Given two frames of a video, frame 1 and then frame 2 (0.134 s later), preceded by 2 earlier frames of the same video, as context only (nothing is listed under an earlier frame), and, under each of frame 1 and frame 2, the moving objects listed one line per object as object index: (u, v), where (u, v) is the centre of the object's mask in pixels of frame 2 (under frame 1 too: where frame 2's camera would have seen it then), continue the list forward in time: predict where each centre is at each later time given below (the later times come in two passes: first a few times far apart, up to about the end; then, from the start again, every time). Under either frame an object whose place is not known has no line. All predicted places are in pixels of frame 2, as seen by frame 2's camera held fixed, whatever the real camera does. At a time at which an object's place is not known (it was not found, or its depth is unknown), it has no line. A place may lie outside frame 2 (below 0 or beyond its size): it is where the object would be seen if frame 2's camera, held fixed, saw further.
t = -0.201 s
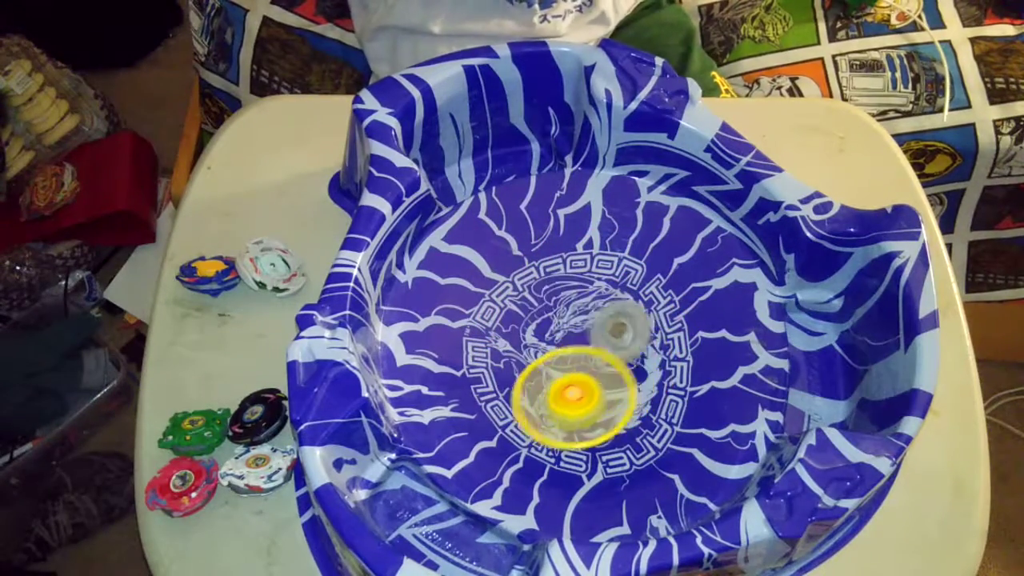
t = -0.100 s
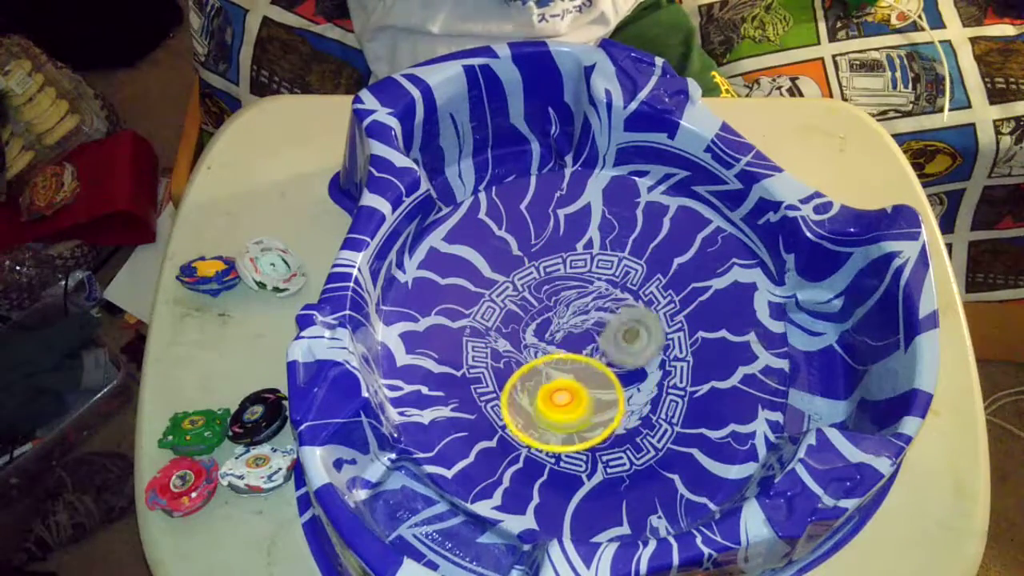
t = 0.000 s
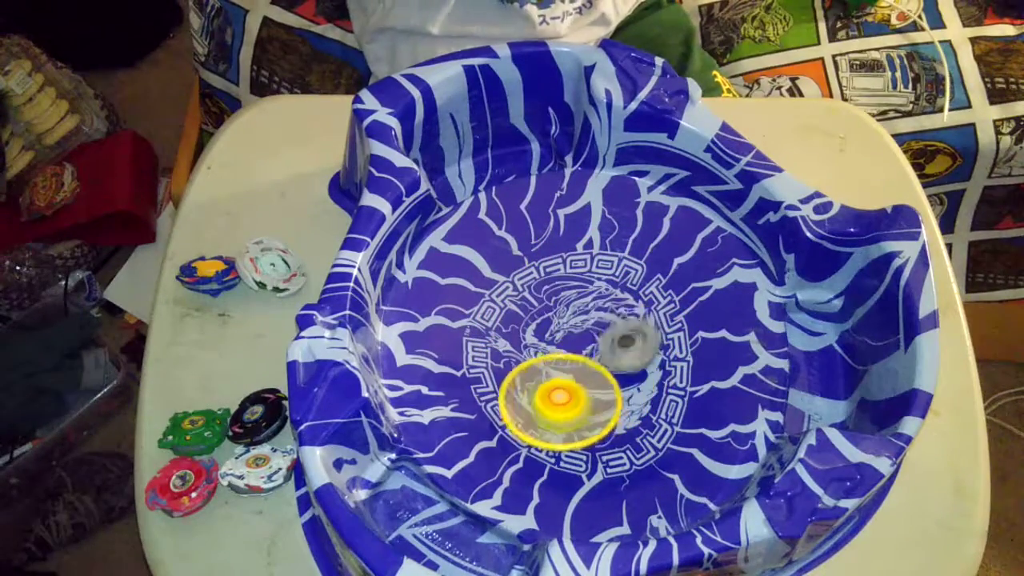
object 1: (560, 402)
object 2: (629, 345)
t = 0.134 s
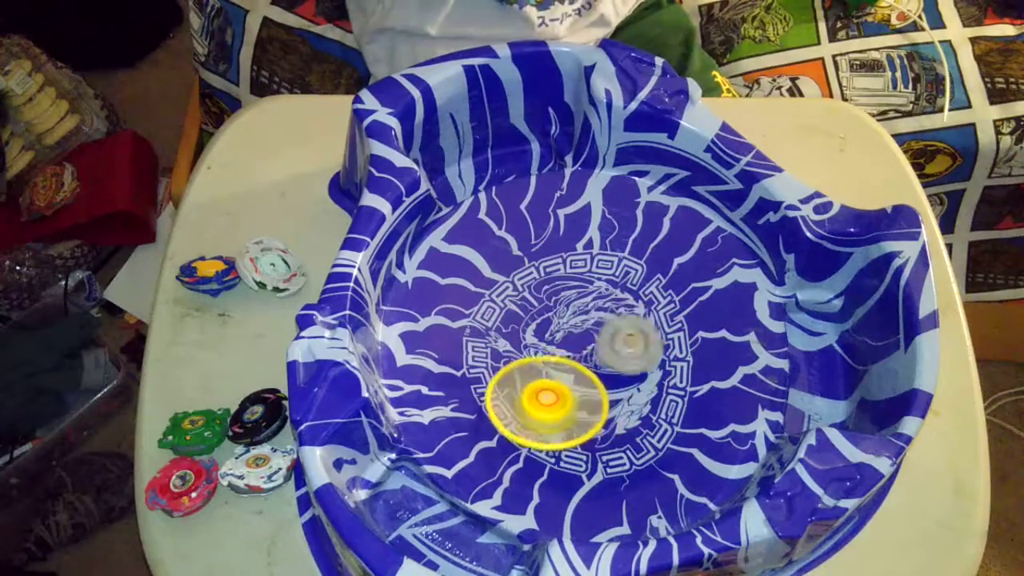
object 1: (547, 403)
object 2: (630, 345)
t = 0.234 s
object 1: (544, 398)
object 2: (618, 341)
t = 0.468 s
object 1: (540, 379)
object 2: (597, 328)
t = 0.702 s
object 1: (536, 359)
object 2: (600, 312)
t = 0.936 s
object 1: (532, 344)
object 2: (629, 322)
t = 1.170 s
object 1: (539, 318)
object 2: (624, 350)
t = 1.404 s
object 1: (554, 306)
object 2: (597, 384)
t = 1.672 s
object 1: (576, 297)
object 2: (592, 392)
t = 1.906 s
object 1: (598, 299)
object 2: (583, 389)
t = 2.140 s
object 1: (618, 307)
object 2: (580, 381)
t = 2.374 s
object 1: (630, 321)
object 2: (579, 382)
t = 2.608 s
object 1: (638, 333)
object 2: (574, 379)
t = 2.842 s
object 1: (639, 341)
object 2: (569, 381)
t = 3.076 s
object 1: (636, 350)
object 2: (560, 382)
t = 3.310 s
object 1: (627, 364)
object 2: (545, 378)
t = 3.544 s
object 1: (612, 375)
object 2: (529, 365)
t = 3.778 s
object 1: (600, 383)
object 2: (523, 356)
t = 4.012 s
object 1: (575, 403)
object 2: (522, 351)
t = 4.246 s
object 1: (577, 408)
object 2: (522, 351)
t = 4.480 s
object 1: (573, 396)
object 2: (523, 342)
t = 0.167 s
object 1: (546, 402)
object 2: (621, 343)
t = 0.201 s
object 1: (545, 400)
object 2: (619, 341)
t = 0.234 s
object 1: (544, 398)
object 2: (618, 341)
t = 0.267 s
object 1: (543, 396)
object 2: (615, 340)
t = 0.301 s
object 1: (543, 393)
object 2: (611, 338)
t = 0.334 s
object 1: (542, 391)
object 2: (606, 336)
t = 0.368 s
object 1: (542, 388)
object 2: (602, 333)
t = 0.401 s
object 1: (542, 385)
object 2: (600, 332)
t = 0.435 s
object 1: (541, 382)
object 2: (598, 328)
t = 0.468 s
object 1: (540, 379)
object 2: (597, 328)
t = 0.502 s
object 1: (539, 376)
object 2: (594, 324)
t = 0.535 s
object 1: (538, 373)
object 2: (593, 320)
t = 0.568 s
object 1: (537, 370)
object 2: (594, 317)
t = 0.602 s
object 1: (536, 368)
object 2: (595, 316)
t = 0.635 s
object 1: (536, 364)
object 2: (596, 315)
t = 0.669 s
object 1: (536, 361)
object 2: (597, 314)
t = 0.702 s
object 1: (536, 359)
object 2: (600, 312)
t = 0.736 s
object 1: (535, 357)
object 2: (603, 311)
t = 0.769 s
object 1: (536, 354)
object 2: (605, 312)
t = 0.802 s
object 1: (535, 352)
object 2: (609, 313)
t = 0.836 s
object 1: (531, 350)
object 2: (616, 315)
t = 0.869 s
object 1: (530, 348)
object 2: (621, 315)
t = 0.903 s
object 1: (530, 346)
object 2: (627, 318)
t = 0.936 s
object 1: (532, 344)
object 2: (629, 322)
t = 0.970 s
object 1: (533, 341)
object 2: (628, 325)
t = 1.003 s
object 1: (536, 339)
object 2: (627, 326)
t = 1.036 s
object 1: (537, 335)
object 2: (627, 328)
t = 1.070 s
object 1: (539, 332)
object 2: (626, 330)
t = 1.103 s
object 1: (540, 328)
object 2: (625, 334)
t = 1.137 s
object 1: (539, 323)
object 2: (625, 341)
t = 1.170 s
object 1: (539, 318)
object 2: (624, 350)
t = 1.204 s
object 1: (540, 316)
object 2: (620, 356)
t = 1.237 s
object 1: (542, 314)
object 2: (617, 362)
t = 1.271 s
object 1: (544, 312)
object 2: (615, 368)
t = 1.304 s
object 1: (546, 311)
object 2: (610, 372)
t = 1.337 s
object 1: (549, 309)
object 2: (604, 377)
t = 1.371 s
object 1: (551, 307)
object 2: (600, 380)
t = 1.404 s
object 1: (554, 306)
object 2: (597, 384)
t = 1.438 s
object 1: (556, 304)
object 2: (595, 388)
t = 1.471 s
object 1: (559, 302)
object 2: (594, 389)
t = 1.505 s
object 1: (561, 301)
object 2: (594, 390)
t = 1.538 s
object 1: (564, 300)
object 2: (593, 392)
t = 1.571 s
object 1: (567, 299)
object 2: (592, 392)
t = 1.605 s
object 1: (570, 298)
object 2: (593, 393)
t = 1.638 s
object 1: (573, 298)
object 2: (592, 392)
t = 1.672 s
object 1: (576, 297)
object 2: (592, 392)
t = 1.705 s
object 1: (579, 297)
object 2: (591, 392)
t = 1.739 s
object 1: (582, 297)
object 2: (590, 392)
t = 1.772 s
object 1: (585, 297)
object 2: (589, 392)
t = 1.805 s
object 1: (589, 297)
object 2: (588, 392)
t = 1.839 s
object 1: (592, 298)
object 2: (587, 391)
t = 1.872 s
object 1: (595, 299)
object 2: (585, 390)
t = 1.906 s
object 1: (598, 299)
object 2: (583, 389)
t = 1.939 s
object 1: (601, 300)
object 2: (582, 388)
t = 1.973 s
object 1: (604, 301)
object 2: (581, 386)
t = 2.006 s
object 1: (607, 302)
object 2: (581, 385)
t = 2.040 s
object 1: (610, 303)
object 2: (580, 384)
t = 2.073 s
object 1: (612, 304)
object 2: (580, 383)
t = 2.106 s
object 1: (615, 306)
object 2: (580, 381)
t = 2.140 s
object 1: (618, 307)
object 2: (580, 381)
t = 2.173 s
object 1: (621, 308)
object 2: (579, 382)
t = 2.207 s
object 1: (622, 310)
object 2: (579, 383)
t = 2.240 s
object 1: (624, 312)
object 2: (580, 383)
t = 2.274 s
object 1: (625, 314)
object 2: (580, 383)
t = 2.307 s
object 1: (627, 317)
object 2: (580, 383)
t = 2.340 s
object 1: (628, 319)
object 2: (579, 383)
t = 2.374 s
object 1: (630, 321)
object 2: (579, 382)
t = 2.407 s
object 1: (633, 323)
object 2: (579, 381)
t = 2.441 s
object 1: (634, 325)
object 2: (578, 379)
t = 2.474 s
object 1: (636, 327)
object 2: (577, 379)
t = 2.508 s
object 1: (637, 329)
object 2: (576, 379)
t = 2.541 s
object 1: (638, 330)
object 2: (576, 379)
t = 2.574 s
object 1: (638, 332)
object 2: (575, 379)
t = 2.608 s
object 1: (638, 333)
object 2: (574, 379)
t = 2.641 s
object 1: (639, 334)
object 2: (574, 379)
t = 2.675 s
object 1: (639, 336)
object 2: (573, 381)
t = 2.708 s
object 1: (640, 337)
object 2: (573, 379)
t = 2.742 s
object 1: (640, 338)
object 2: (572, 381)
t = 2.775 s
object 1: (640, 339)
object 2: (570, 382)
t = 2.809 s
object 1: (640, 340)
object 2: (570, 382)
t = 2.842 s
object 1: (639, 341)
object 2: (569, 381)
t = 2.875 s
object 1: (639, 342)
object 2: (568, 381)
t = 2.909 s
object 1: (638, 343)
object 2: (567, 382)
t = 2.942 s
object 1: (639, 344)
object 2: (565, 382)
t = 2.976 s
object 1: (639, 345)
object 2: (564, 382)
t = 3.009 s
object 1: (638, 346)
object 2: (563, 382)
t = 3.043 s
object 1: (637, 348)
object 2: (561, 382)
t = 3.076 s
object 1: (636, 350)
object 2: (560, 382)
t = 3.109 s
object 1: (635, 353)
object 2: (557, 382)
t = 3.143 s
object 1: (634, 355)
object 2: (555, 381)
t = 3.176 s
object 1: (633, 357)
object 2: (553, 380)
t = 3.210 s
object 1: (632, 359)
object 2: (551, 379)
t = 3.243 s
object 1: (630, 361)
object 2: (549, 380)
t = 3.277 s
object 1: (629, 363)
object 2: (547, 379)
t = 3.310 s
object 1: (627, 364)
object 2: (545, 378)
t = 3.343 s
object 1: (625, 366)
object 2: (542, 378)
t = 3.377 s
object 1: (624, 368)
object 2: (539, 374)
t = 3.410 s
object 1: (622, 369)
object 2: (537, 373)
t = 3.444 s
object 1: (620, 371)
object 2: (535, 371)
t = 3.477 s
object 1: (618, 372)
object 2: (533, 369)
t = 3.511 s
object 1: (615, 373)
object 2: (532, 367)
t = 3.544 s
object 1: (612, 375)
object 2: (529, 365)
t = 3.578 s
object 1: (610, 377)
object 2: (528, 364)
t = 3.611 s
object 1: (608, 379)
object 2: (527, 363)
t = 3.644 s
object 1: (607, 380)
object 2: (526, 362)
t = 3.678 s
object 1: (607, 381)
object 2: (524, 360)
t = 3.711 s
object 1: (605, 381)
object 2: (524, 360)
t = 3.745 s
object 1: (602, 382)
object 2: (524, 359)
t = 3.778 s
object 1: (600, 383)
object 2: (523, 356)
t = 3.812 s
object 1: (597, 384)
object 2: (523, 355)
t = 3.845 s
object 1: (595, 386)
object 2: (523, 353)
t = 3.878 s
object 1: (591, 388)
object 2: (523, 353)
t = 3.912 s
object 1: (587, 389)
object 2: (523, 352)
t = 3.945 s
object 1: (583, 393)
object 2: (523, 352)
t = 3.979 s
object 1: (579, 398)
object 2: (523, 352)
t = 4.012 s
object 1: (575, 403)
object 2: (522, 351)
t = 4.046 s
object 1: (574, 408)
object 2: (522, 351)
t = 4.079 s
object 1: (574, 410)
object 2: (523, 351)
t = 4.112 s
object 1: (575, 412)
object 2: (522, 351)
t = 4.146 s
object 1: (575, 412)
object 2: (522, 351)
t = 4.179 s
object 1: (576, 411)
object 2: (522, 352)
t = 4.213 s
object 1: (577, 410)
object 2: (522, 352)
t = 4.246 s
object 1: (577, 408)
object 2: (522, 351)
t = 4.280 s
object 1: (577, 406)
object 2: (522, 351)
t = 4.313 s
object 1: (577, 403)
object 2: (523, 351)
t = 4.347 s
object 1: (578, 400)
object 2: (523, 350)
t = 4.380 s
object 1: (579, 398)
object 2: (522, 347)
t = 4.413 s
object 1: (579, 398)
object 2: (523, 344)
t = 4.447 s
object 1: (577, 397)
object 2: (523, 342)
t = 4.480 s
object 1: (573, 396)
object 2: (523, 342)
